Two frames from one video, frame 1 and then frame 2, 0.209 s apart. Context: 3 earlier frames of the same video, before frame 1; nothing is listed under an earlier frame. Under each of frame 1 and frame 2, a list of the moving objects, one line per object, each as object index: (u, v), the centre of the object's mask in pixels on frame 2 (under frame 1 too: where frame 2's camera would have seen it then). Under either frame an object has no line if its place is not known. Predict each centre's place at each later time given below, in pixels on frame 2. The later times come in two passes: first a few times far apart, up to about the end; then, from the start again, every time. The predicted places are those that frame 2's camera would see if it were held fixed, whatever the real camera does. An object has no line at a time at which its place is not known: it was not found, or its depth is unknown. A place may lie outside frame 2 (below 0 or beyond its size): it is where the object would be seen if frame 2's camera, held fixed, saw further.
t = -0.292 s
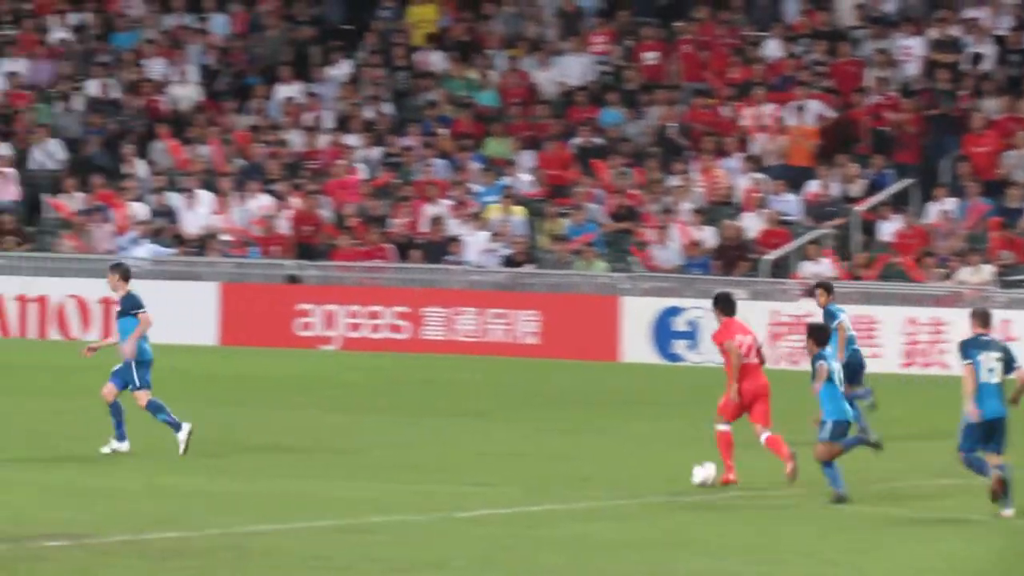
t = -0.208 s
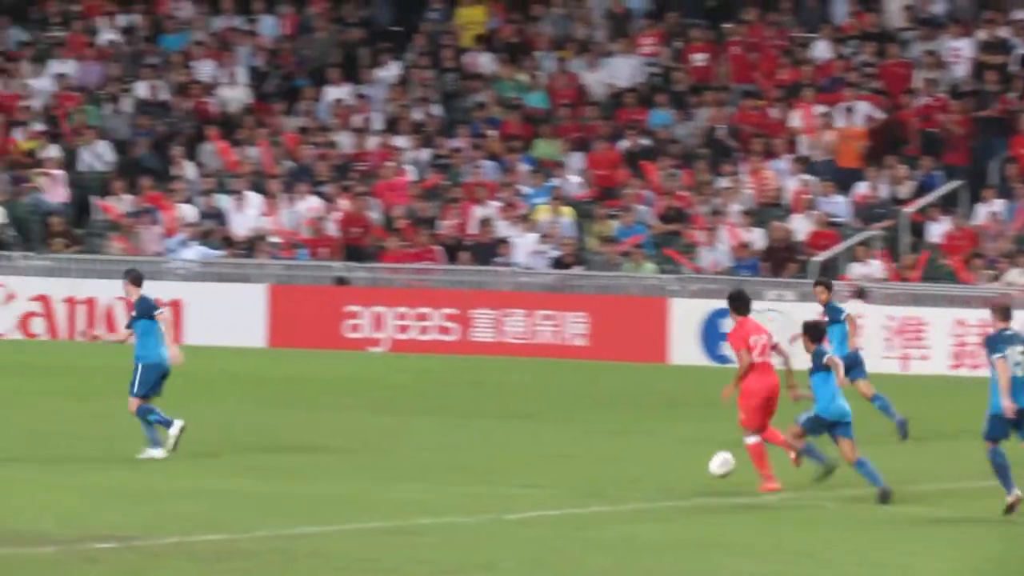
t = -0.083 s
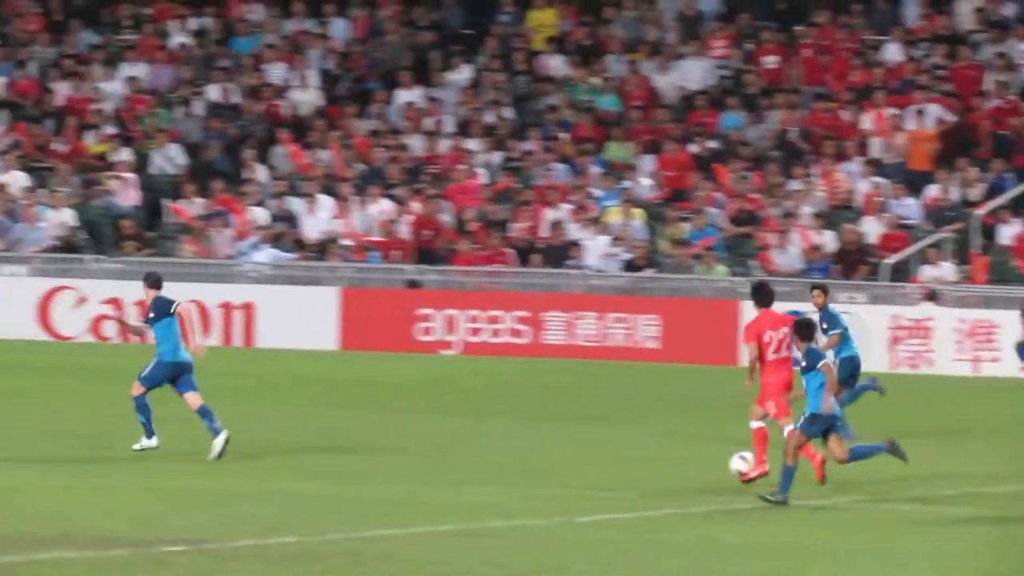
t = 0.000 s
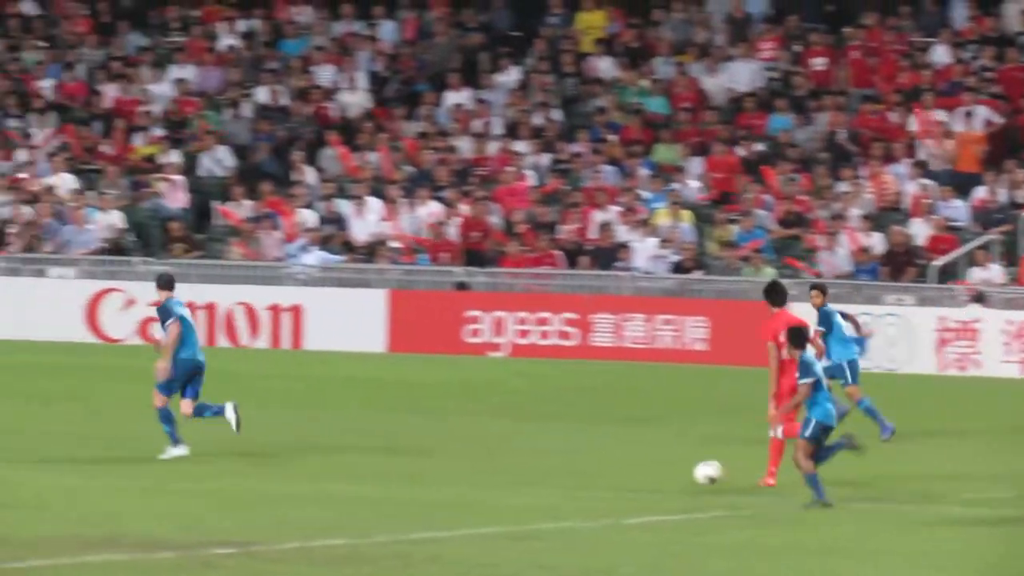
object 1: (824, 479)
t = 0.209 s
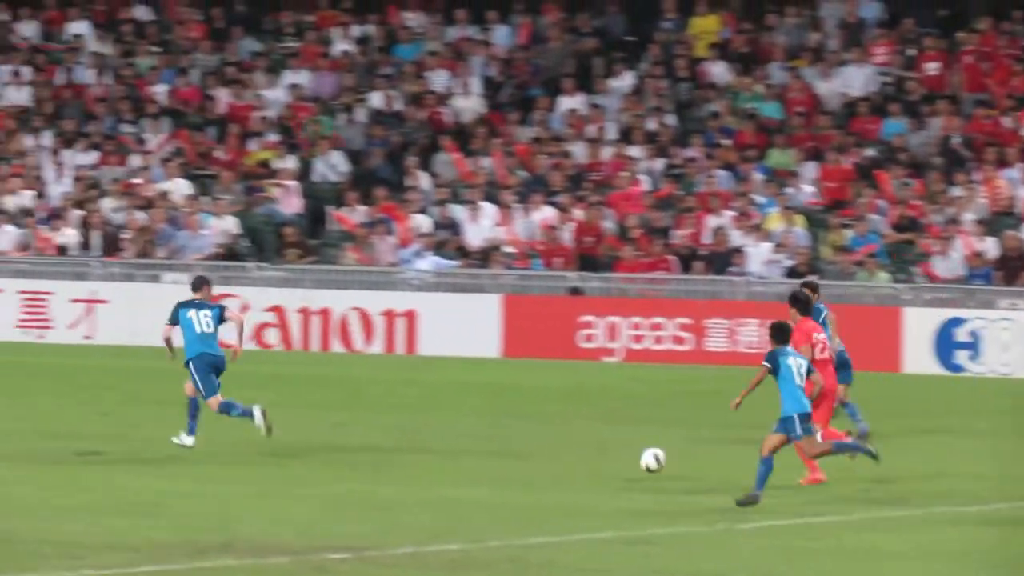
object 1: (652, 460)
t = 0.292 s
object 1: (587, 464)
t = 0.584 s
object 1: (404, 452)
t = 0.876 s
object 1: (262, 442)
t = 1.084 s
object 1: (161, 436)
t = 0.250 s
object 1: (619, 461)
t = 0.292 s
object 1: (587, 464)
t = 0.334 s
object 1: (558, 460)
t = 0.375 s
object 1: (531, 456)
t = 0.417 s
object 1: (504, 453)
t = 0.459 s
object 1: (477, 452)
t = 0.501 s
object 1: (450, 454)
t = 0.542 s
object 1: (426, 455)
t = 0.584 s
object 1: (404, 452)
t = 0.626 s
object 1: (383, 449)
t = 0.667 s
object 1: (364, 449)
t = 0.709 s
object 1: (342, 450)
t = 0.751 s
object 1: (323, 449)
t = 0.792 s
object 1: (303, 444)
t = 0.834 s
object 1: (282, 442)
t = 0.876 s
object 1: (262, 442)
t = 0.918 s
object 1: (242, 443)
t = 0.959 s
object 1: (221, 446)
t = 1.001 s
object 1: (202, 443)
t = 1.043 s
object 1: (182, 438)
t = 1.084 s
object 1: (161, 436)
